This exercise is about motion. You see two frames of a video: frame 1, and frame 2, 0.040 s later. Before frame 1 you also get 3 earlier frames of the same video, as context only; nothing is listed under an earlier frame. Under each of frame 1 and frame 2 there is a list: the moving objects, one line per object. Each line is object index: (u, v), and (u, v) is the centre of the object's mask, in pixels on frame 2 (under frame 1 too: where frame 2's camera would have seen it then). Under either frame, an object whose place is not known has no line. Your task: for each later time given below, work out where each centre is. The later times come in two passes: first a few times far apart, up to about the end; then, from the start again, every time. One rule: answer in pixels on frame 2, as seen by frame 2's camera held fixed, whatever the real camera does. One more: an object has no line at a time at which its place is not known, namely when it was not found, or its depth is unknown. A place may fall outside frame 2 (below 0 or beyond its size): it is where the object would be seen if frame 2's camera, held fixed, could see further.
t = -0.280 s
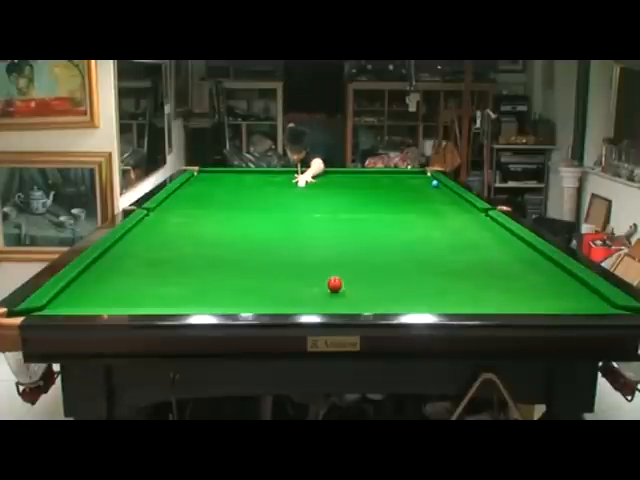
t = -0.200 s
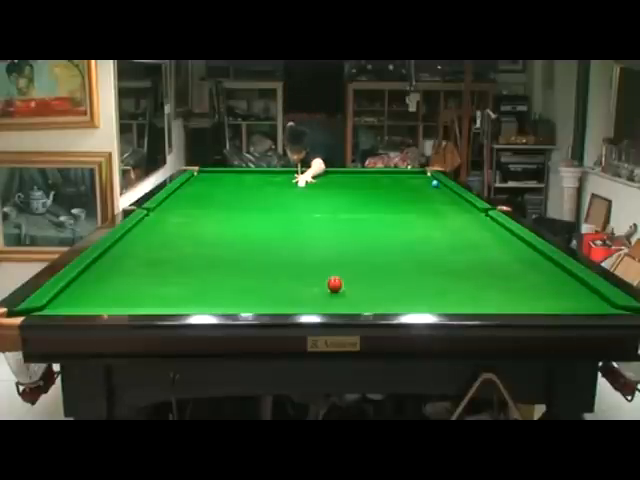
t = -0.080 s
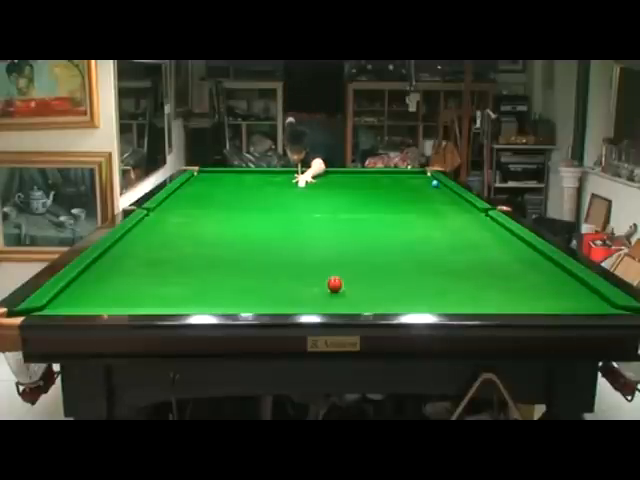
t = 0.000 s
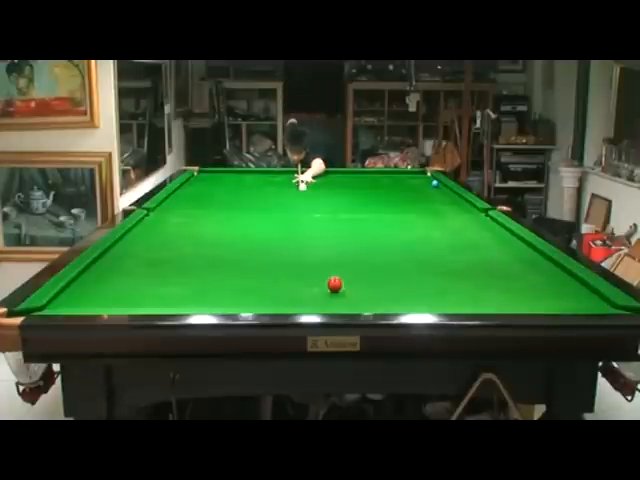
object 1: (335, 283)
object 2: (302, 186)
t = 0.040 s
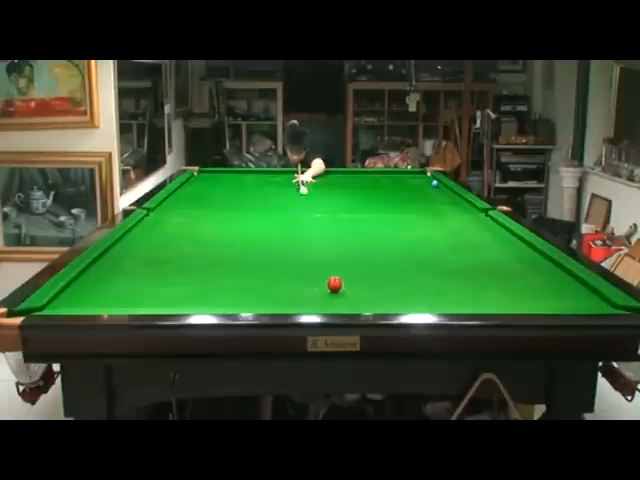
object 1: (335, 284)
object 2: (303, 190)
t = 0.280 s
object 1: (334, 284)
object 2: (308, 209)
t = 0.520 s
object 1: (335, 284)
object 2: (313, 232)
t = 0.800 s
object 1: (334, 284)
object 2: (320, 270)
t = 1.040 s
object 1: (391, 295)
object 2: (266, 303)
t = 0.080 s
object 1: (334, 284)
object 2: (304, 193)
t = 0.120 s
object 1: (335, 284)
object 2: (305, 196)
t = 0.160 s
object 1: (334, 284)
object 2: (306, 200)
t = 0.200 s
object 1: (335, 284)
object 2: (307, 203)
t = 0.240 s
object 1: (335, 284)
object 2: (307, 206)
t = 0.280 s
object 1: (334, 284)
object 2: (308, 209)
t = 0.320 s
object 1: (335, 284)
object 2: (309, 212)
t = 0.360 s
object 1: (334, 284)
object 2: (309, 216)
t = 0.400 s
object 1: (335, 283)
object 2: (310, 220)
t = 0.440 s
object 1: (335, 283)
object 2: (311, 223)
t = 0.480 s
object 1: (335, 283)
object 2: (312, 228)
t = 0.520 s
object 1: (335, 284)
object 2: (313, 232)
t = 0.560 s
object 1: (334, 284)
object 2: (313, 237)
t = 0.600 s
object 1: (334, 284)
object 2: (314, 242)
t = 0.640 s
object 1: (334, 284)
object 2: (315, 247)
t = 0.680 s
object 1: (334, 284)
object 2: (317, 252)
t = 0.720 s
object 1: (334, 284)
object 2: (318, 258)
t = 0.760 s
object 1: (335, 284)
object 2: (319, 264)
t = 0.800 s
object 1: (334, 284)
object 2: (320, 270)
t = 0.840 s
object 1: (335, 284)
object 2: (321, 277)
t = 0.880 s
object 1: (341, 285)
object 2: (316, 283)
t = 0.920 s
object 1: (355, 288)
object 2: (303, 288)
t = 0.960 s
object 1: (368, 290)
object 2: (290, 293)
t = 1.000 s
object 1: (380, 293)
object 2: (278, 297)
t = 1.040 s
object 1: (391, 295)
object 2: (266, 303)
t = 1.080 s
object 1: (401, 297)
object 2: (252, 303)
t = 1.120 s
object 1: (413, 299)
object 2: (239, 298)
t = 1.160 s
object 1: (423, 300)
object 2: (227, 295)
